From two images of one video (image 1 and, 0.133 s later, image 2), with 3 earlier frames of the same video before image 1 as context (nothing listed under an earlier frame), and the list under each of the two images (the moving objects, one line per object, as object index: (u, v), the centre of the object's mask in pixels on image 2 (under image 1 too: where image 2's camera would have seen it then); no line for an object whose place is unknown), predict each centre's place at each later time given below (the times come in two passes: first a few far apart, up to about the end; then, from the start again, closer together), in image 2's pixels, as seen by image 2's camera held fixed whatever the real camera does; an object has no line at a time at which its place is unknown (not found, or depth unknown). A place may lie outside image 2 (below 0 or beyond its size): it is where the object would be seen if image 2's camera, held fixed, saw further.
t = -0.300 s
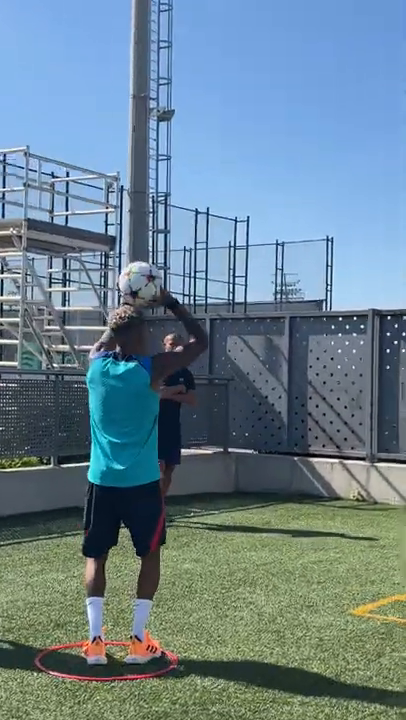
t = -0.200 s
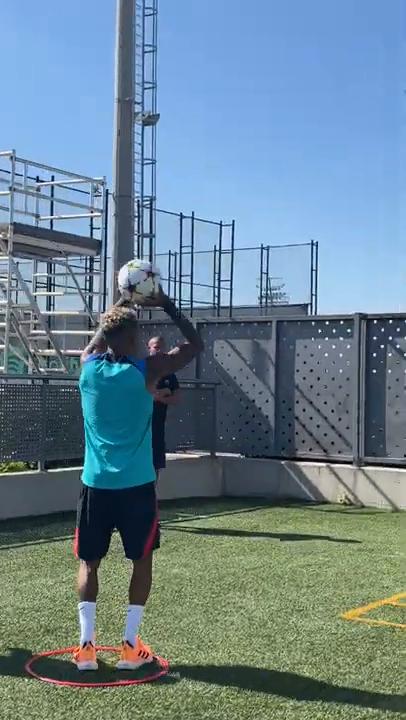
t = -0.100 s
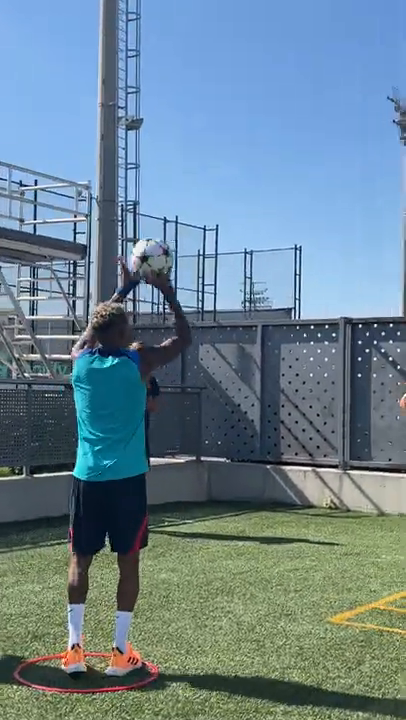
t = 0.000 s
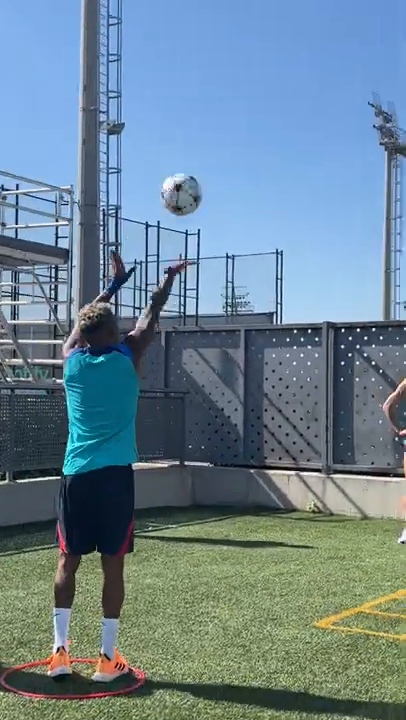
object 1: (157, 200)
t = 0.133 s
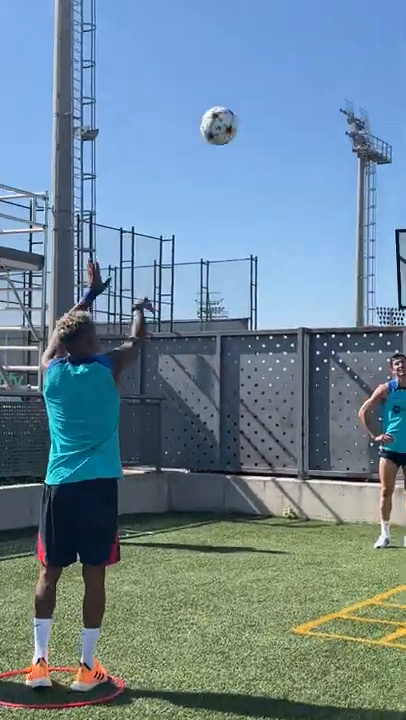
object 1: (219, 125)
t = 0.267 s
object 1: (266, 92)
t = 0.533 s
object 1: (338, 109)
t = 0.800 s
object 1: (393, 197)
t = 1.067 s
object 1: (428, 274)
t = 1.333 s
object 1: (435, 285)
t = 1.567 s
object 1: (462, 330)
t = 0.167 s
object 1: (231, 114)
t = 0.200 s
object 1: (244, 104)
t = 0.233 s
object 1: (256, 97)
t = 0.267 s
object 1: (266, 92)
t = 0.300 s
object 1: (277, 88)
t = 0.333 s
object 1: (287, 87)
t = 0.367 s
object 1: (296, 87)
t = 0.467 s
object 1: (324, 97)
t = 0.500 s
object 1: (331, 102)
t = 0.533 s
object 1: (338, 109)
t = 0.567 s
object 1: (348, 117)
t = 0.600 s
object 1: (354, 124)
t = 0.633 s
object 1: (361, 136)
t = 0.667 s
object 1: (364, 144)
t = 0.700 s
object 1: (374, 158)
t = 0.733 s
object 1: (381, 170)
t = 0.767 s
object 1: (388, 183)
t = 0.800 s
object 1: (393, 197)
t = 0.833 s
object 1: (398, 211)
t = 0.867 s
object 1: (403, 224)
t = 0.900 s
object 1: (407, 243)
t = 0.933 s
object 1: (411, 259)
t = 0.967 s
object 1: (417, 276)
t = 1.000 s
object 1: (419, 274)
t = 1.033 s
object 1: (424, 274)
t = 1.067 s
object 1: (428, 274)
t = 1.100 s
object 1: (430, 274)
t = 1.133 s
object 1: (428, 275)
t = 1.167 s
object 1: (428, 276)
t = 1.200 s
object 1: (426, 277)
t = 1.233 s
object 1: (427, 278)
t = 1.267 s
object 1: (430, 279)
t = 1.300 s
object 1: (431, 281)
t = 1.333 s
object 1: (435, 285)
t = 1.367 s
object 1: (440, 296)
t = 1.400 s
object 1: (446, 299)
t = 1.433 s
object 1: (451, 306)
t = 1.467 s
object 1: (453, 312)
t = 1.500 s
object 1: (460, 318)
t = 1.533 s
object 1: (460, 322)
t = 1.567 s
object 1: (462, 330)
